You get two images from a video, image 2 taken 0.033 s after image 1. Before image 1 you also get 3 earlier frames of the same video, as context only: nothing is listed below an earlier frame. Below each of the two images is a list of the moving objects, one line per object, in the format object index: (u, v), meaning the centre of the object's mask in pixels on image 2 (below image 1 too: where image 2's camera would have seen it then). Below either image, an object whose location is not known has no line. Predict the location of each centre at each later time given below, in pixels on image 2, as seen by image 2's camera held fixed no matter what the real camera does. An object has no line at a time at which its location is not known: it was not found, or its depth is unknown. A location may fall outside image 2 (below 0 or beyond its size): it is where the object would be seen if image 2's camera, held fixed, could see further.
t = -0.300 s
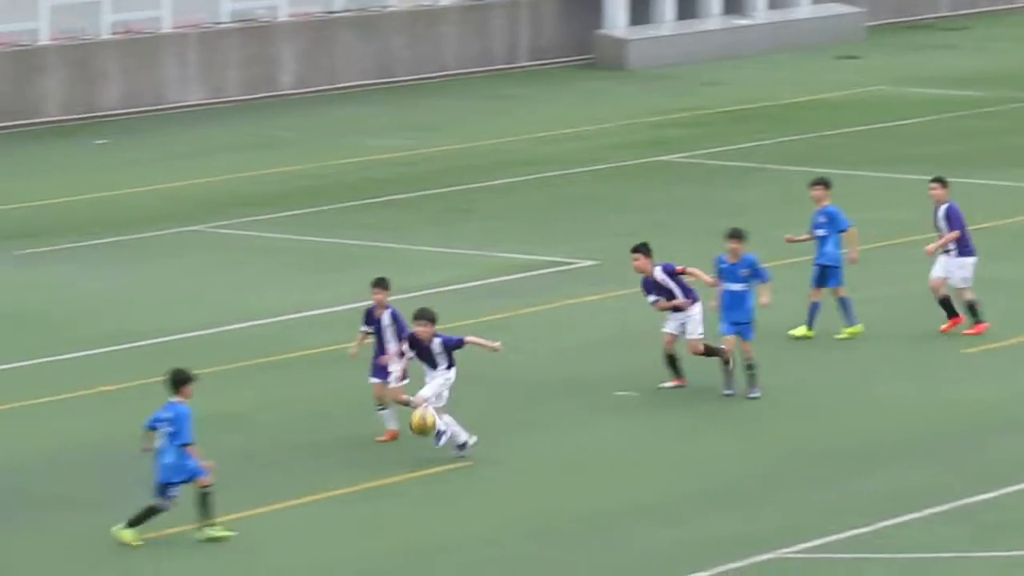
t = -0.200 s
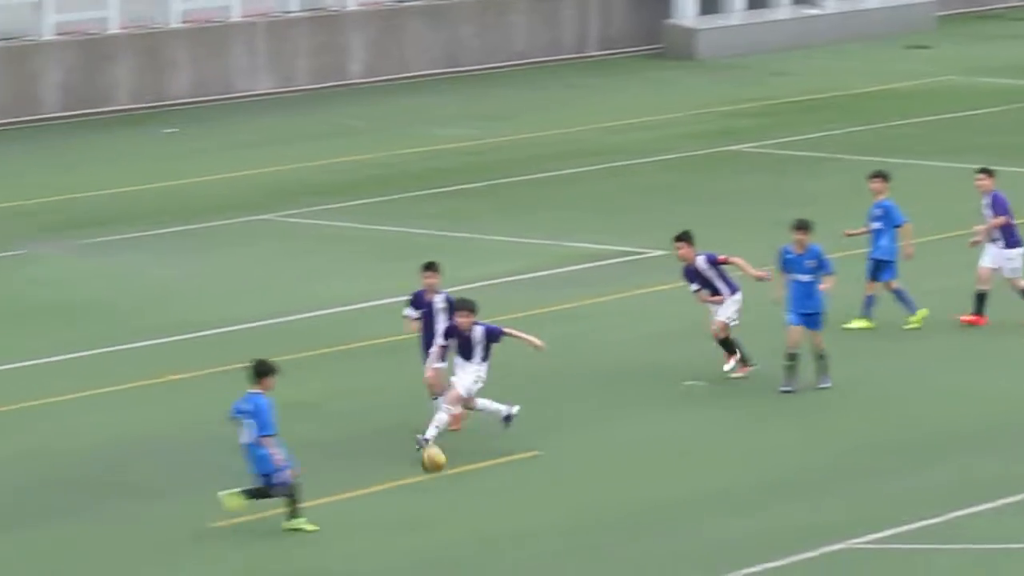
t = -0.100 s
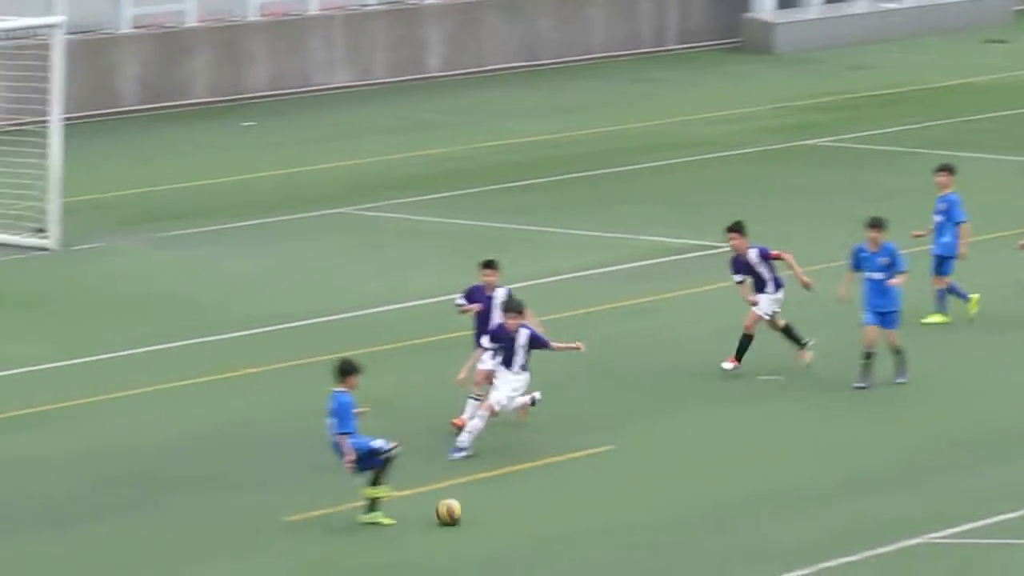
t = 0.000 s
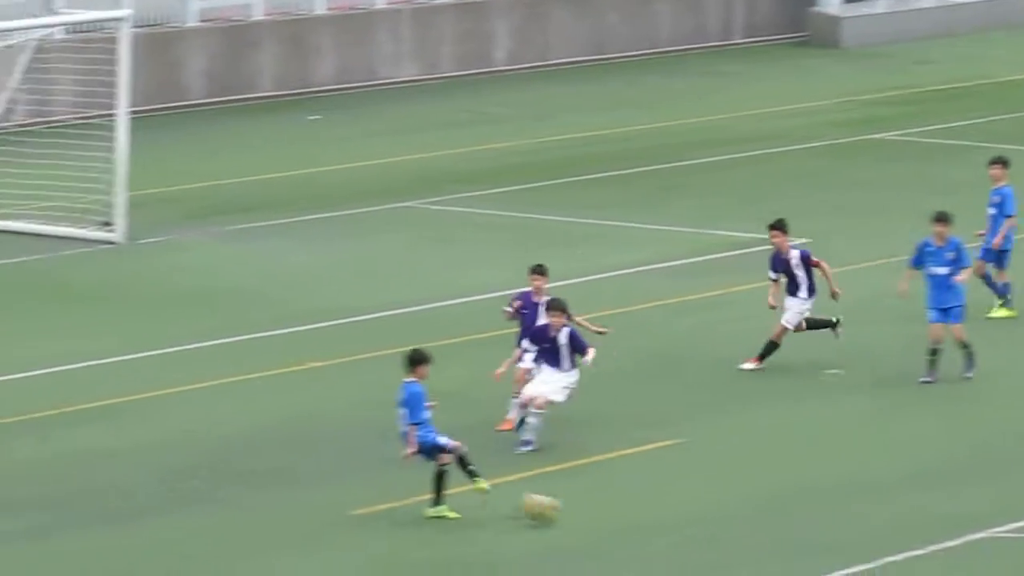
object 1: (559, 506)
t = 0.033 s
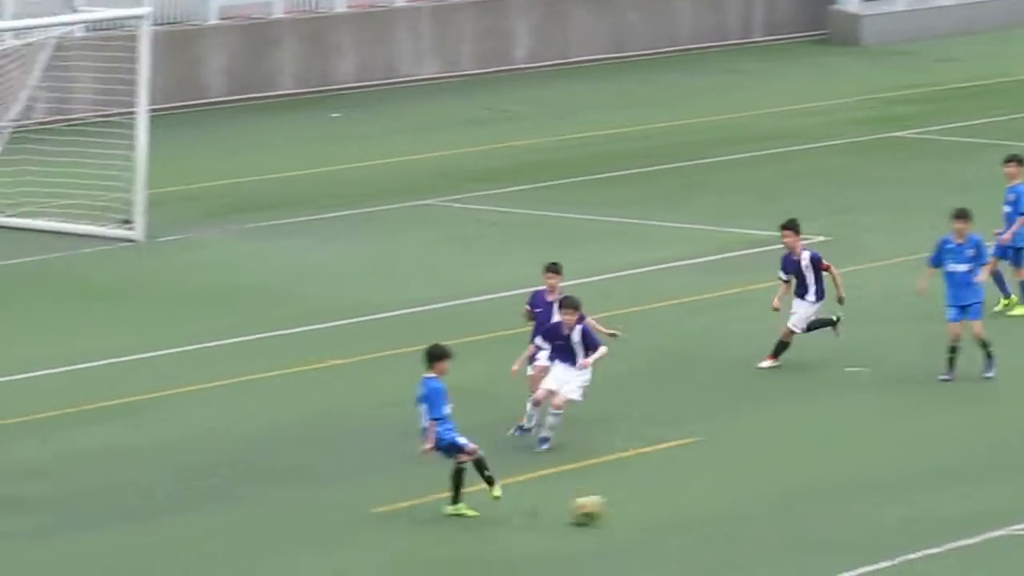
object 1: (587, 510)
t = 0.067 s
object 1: (612, 502)
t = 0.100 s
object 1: (636, 497)
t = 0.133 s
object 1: (660, 494)
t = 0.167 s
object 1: (685, 491)
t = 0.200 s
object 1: (706, 490)
